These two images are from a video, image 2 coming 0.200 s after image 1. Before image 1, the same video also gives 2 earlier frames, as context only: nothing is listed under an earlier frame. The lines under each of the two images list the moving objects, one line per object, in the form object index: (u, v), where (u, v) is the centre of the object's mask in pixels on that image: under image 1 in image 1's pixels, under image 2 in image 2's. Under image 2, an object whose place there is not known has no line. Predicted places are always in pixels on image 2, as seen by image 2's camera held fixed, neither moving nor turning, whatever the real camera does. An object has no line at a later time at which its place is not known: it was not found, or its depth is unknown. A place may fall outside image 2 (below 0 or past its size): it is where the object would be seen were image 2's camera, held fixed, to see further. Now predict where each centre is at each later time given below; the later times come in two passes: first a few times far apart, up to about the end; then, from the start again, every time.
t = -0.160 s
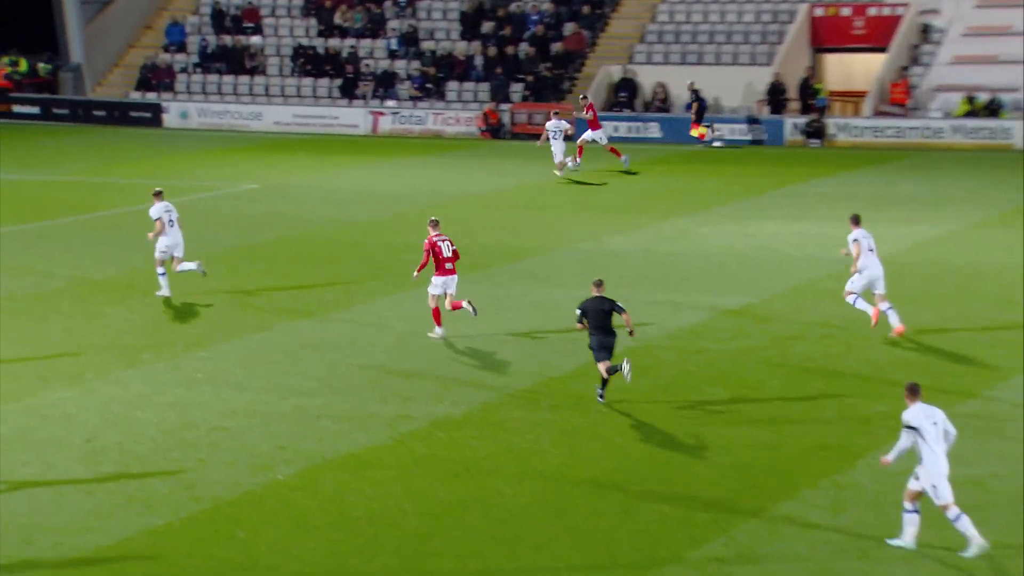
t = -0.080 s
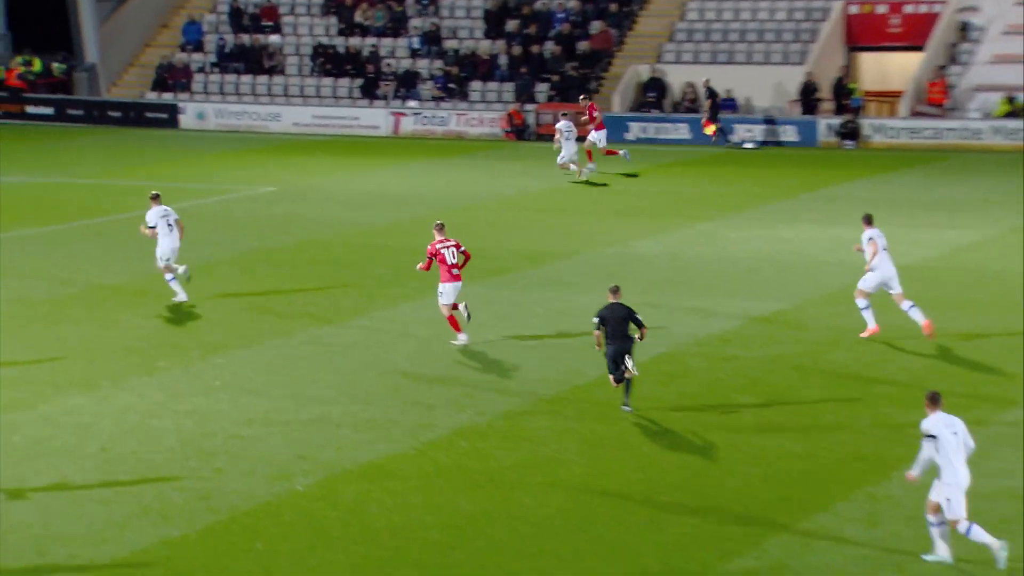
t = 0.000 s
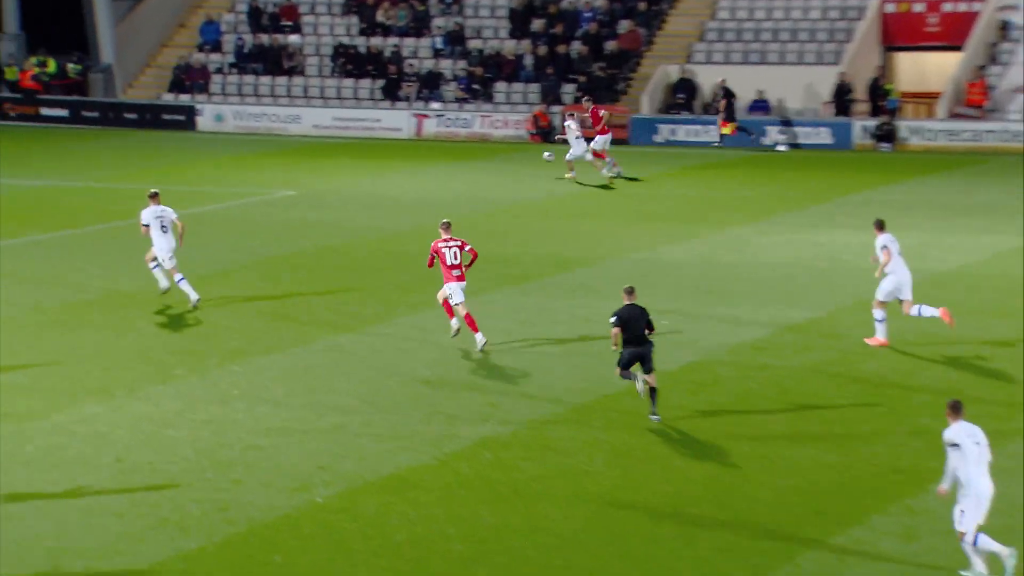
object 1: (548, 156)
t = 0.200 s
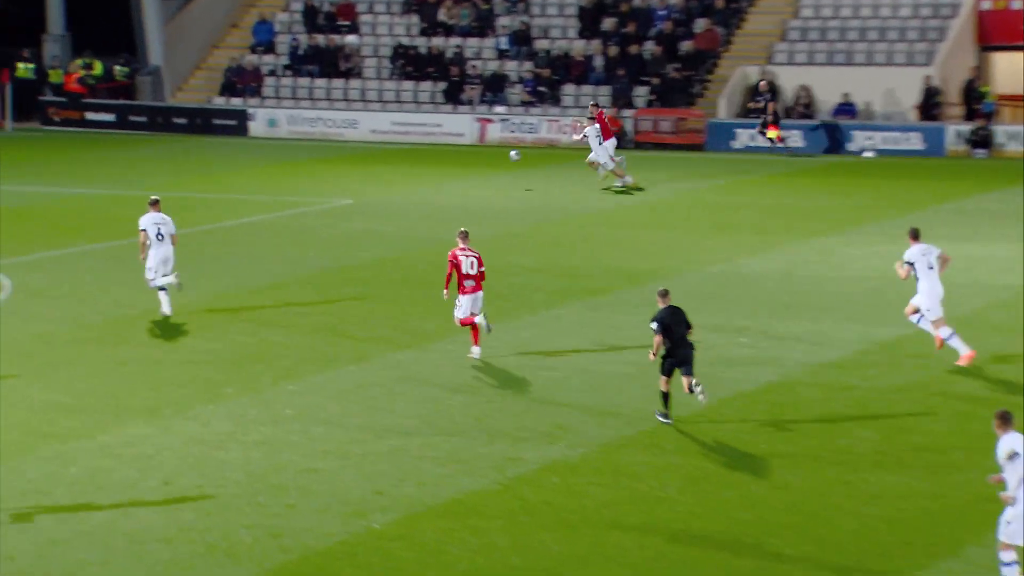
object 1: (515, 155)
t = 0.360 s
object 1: (437, 157)
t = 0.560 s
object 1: (338, 177)
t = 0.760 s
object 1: (251, 173)
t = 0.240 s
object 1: (496, 156)
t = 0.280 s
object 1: (476, 156)
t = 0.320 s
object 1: (456, 156)
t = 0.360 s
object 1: (437, 157)
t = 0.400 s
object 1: (417, 160)
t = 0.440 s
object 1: (398, 162)
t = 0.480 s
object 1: (378, 166)
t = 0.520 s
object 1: (359, 171)
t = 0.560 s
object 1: (338, 177)
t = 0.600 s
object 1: (319, 182)
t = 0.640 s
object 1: (301, 178)
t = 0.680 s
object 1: (285, 175)
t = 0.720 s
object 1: (267, 174)
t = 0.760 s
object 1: (251, 173)
